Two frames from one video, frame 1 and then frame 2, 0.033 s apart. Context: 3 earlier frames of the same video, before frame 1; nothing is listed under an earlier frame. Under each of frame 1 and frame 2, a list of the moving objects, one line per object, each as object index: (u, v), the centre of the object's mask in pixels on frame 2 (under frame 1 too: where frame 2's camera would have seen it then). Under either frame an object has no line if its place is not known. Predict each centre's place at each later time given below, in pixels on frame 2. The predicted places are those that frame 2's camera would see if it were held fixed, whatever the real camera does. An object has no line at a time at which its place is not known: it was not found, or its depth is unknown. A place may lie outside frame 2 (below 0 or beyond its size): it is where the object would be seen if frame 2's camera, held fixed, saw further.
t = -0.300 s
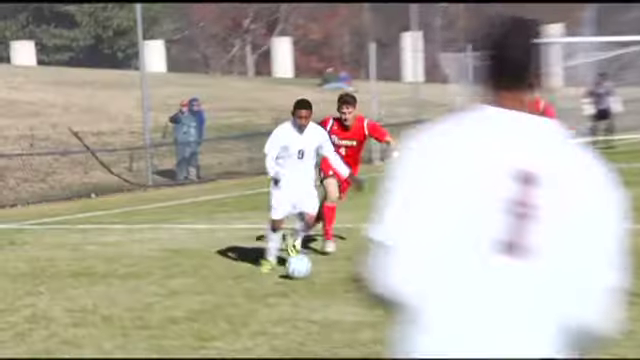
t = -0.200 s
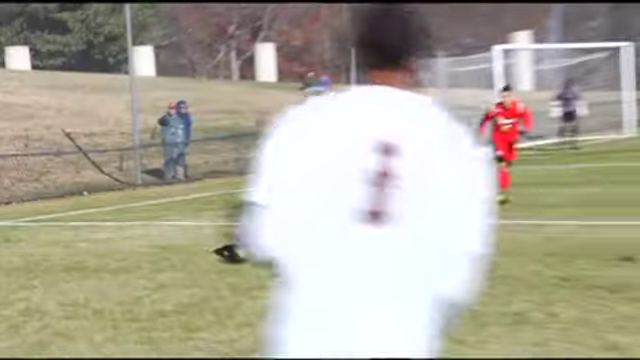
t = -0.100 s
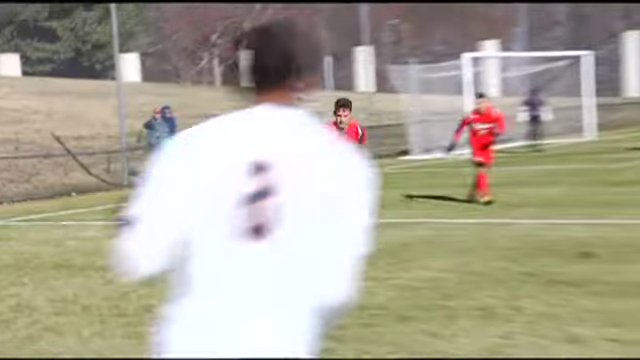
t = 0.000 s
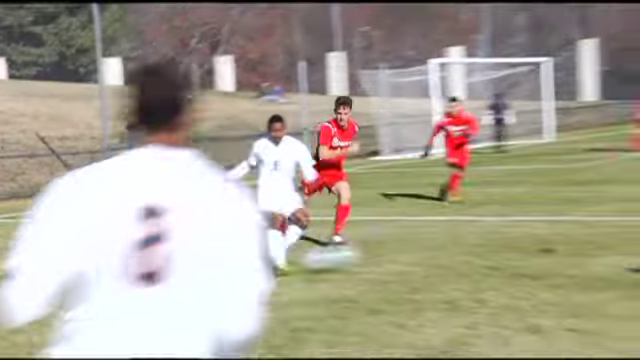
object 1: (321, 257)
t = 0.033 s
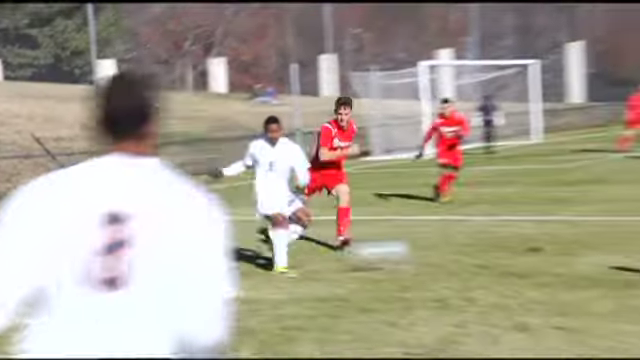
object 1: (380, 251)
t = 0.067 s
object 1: (437, 247)
